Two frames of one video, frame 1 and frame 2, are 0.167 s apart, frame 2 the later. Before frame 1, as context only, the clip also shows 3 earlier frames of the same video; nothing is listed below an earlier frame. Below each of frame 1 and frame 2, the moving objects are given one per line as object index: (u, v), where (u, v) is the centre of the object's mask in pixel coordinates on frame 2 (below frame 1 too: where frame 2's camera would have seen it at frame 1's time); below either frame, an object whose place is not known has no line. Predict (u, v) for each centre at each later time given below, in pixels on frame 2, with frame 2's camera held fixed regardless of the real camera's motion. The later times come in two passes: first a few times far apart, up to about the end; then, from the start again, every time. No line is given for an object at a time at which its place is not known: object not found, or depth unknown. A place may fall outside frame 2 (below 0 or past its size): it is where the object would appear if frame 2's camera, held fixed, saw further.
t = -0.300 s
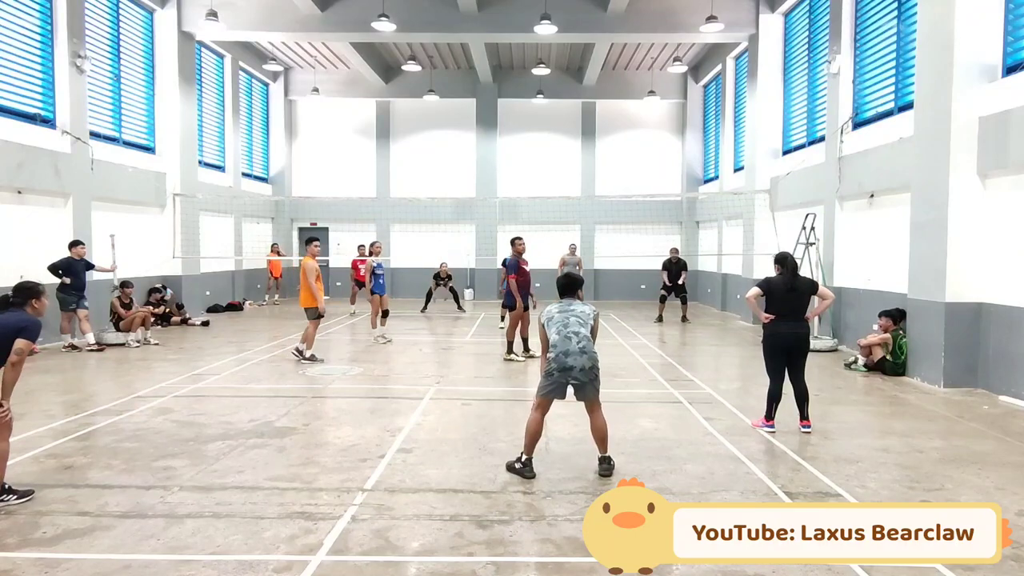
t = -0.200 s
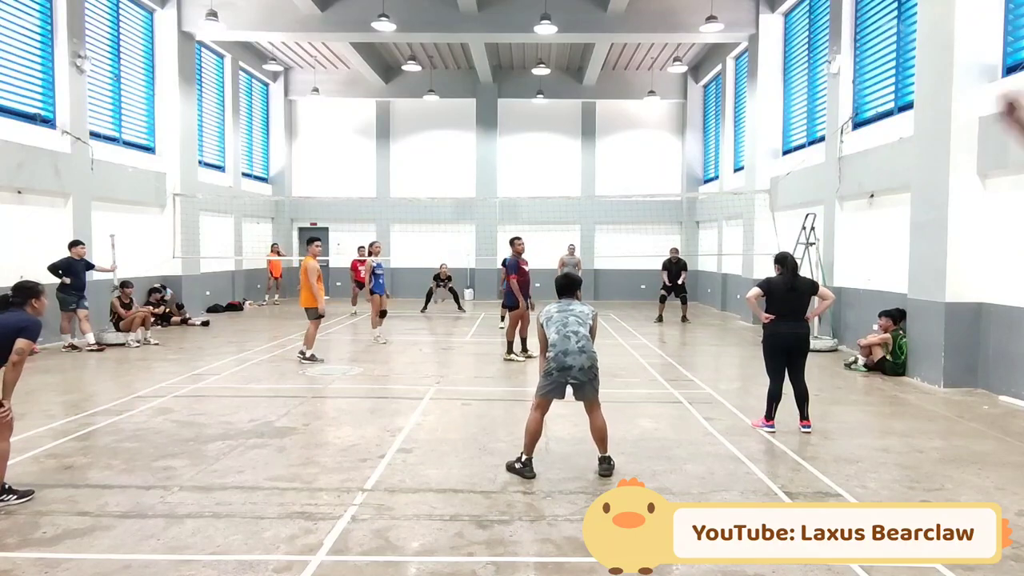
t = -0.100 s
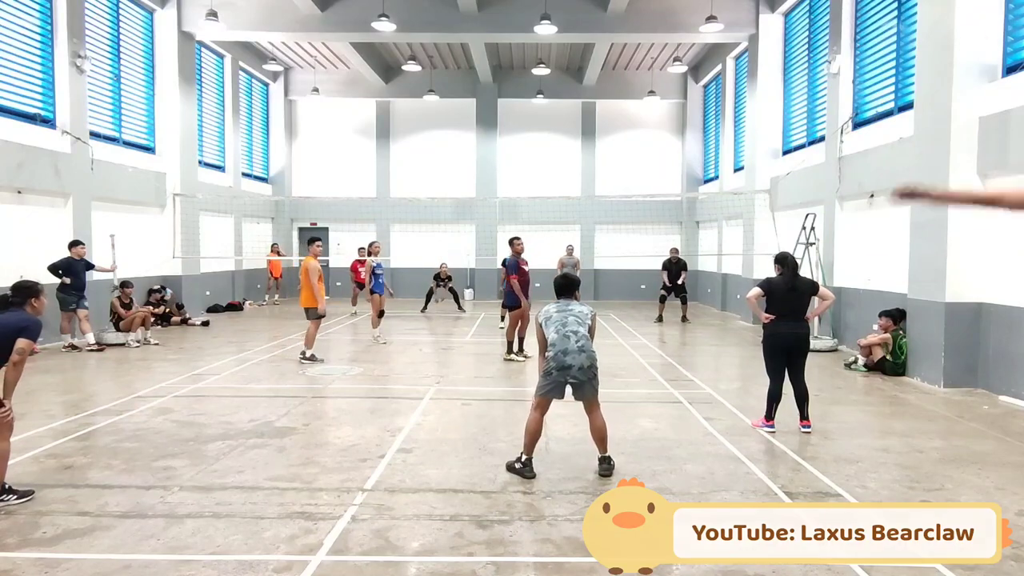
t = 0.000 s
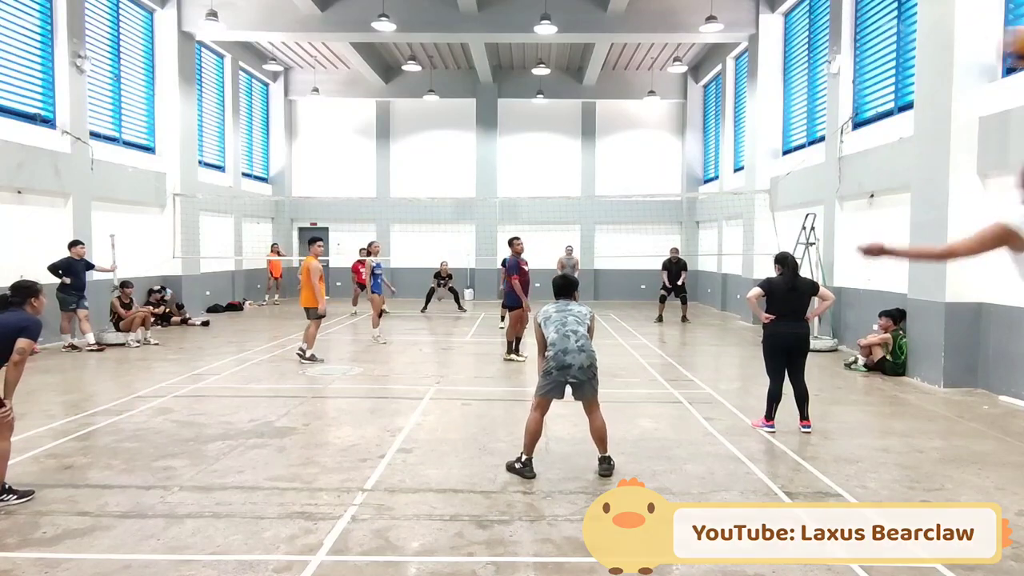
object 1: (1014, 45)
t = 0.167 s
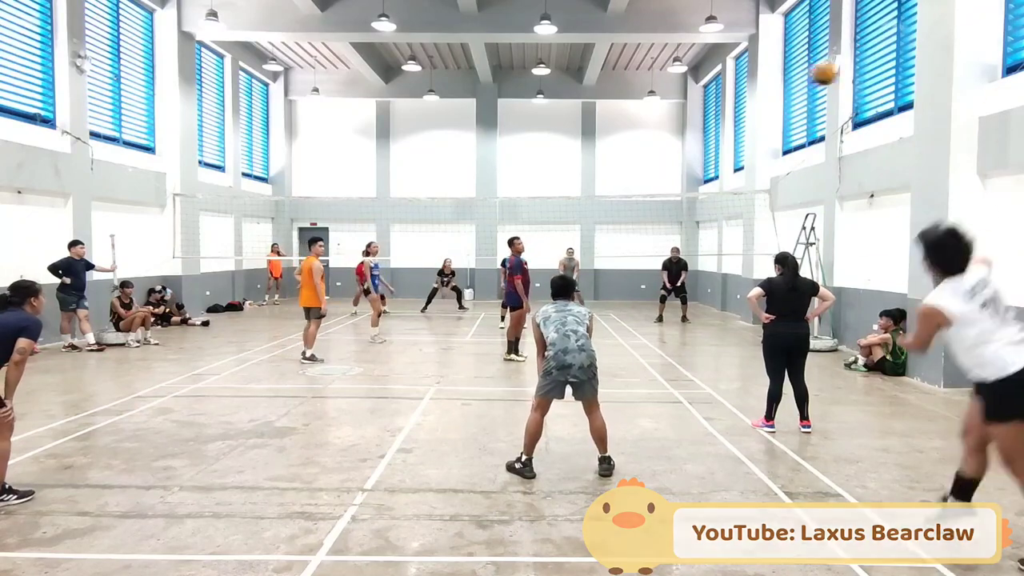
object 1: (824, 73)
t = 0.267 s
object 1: (768, 97)
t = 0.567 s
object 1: (686, 176)
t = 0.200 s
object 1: (803, 80)
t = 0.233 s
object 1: (784, 87)
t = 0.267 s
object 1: (768, 97)
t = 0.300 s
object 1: (753, 106)
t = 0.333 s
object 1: (742, 114)
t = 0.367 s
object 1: (731, 122)
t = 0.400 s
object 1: (721, 131)
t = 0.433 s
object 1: (712, 140)
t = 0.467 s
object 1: (704, 149)
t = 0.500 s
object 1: (698, 158)
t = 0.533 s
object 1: (692, 167)
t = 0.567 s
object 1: (686, 176)
